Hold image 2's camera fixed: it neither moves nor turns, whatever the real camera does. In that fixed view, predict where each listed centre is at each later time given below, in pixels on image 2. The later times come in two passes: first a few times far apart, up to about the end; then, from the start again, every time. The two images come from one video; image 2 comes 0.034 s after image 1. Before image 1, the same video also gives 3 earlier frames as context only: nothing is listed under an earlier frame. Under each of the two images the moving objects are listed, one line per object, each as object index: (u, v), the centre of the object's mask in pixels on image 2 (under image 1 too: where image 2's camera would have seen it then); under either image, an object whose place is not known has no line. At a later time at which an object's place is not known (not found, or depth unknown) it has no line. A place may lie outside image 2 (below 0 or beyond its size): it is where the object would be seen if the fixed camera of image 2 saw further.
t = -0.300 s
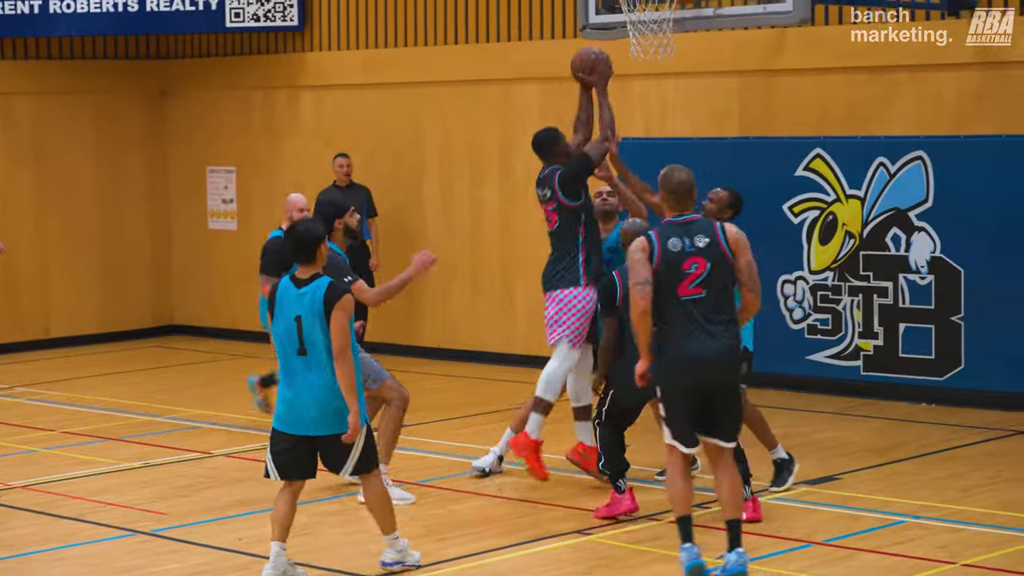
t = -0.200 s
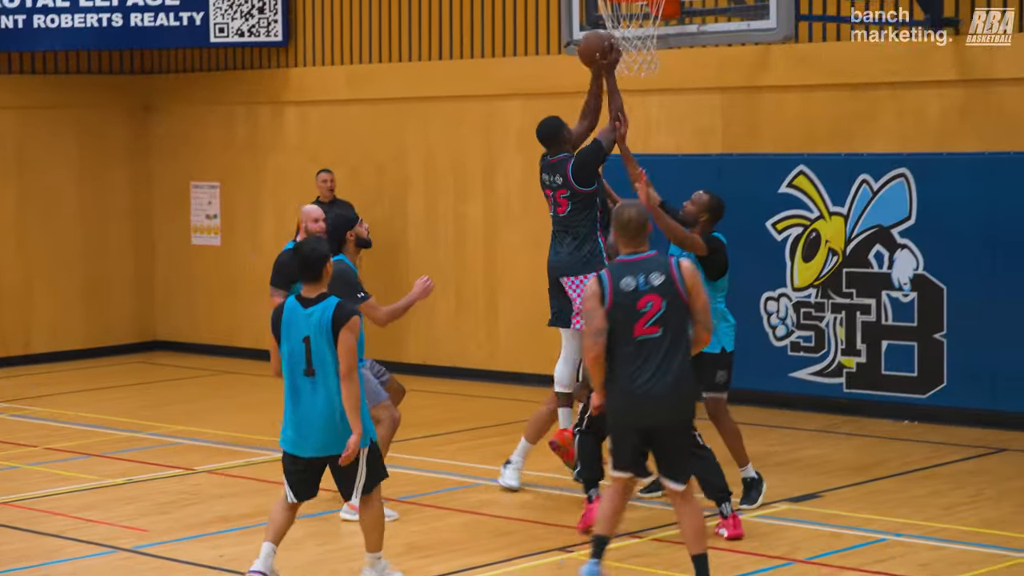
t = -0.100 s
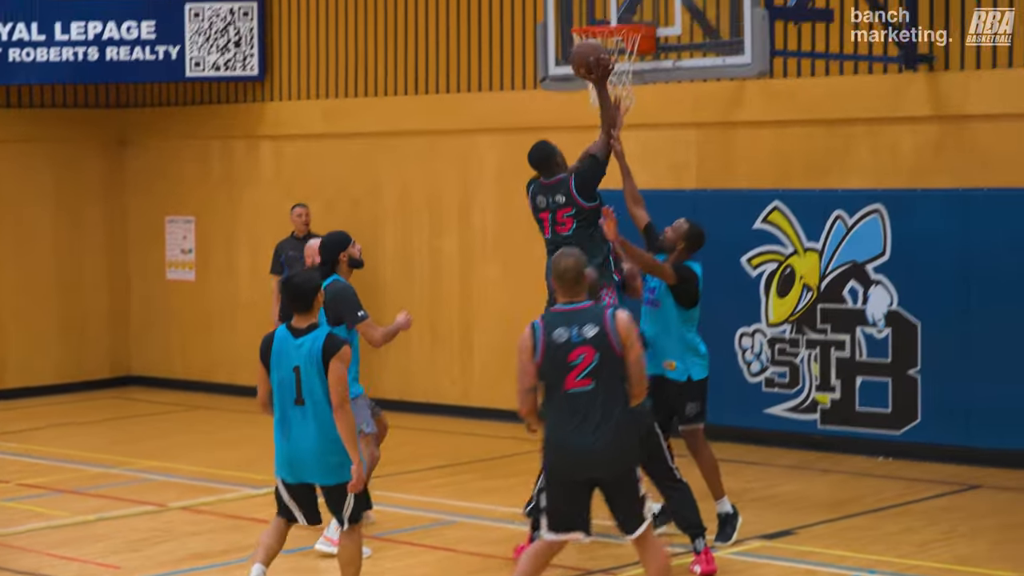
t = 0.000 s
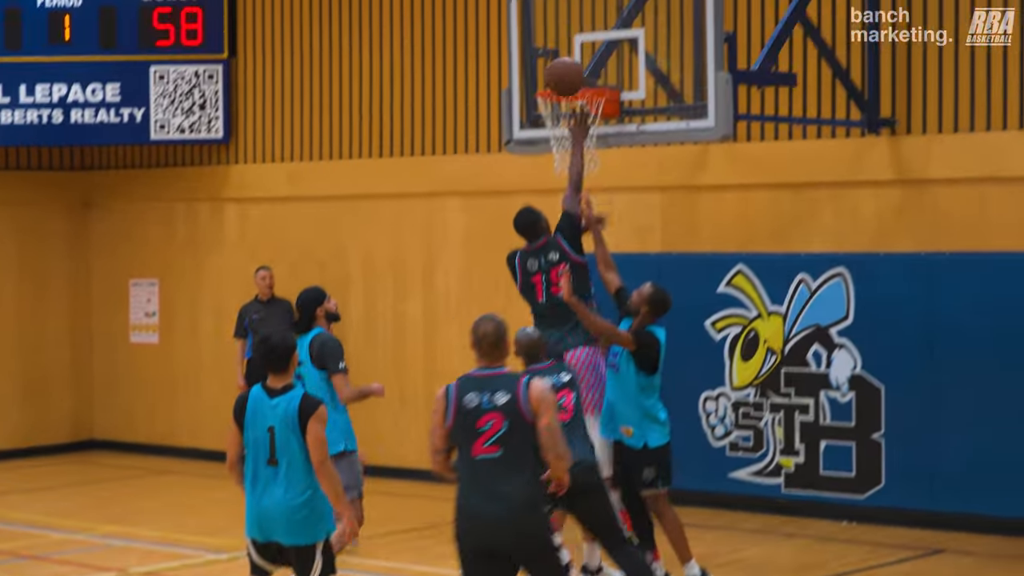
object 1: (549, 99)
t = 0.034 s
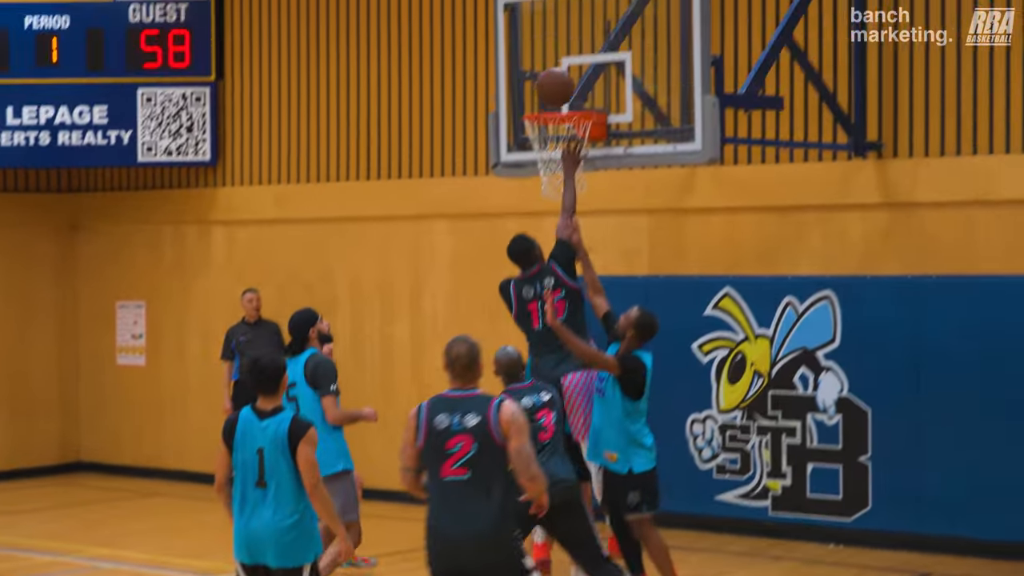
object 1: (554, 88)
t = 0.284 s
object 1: (578, 53)
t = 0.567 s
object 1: (474, 136)
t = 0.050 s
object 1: (557, 81)
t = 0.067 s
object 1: (558, 77)
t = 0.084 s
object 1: (560, 72)
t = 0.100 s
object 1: (563, 68)
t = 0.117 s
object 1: (563, 64)
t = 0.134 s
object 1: (565, 61)
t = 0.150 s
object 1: (566, 58)
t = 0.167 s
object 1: (569, 56)
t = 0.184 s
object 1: (570, 54)
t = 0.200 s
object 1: (571, 53)
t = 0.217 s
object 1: (573, 52)
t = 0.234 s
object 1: (574, 52)
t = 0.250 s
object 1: (575, 52)
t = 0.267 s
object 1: (577, 52)
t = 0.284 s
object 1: (578, 53)
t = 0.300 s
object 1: (579, 54)
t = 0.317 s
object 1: (580, 55)
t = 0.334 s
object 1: (581, 57)
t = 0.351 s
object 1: (575, 60)
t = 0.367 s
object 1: (567, 63)
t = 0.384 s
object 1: (560, 67)
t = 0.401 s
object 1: (552, 71)
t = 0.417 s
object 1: (544, 76)
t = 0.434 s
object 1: (536, 81)
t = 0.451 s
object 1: (529, 86)
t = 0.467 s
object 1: (522, 91)
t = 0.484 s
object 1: (515, 98)
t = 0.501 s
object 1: (506, 105)
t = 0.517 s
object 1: (500, 112)
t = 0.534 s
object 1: (492, 120)
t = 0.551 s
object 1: (482, 128)
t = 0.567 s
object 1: (474, 136)
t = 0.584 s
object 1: (467, 145)
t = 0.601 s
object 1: (460, 154)
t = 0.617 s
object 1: (453, 164)
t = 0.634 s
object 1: (446, 174)
